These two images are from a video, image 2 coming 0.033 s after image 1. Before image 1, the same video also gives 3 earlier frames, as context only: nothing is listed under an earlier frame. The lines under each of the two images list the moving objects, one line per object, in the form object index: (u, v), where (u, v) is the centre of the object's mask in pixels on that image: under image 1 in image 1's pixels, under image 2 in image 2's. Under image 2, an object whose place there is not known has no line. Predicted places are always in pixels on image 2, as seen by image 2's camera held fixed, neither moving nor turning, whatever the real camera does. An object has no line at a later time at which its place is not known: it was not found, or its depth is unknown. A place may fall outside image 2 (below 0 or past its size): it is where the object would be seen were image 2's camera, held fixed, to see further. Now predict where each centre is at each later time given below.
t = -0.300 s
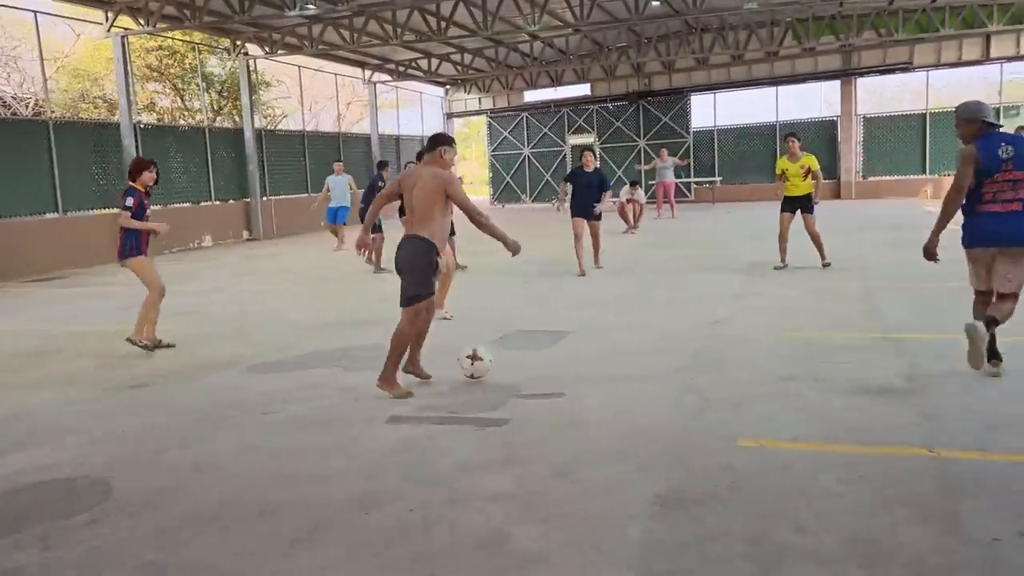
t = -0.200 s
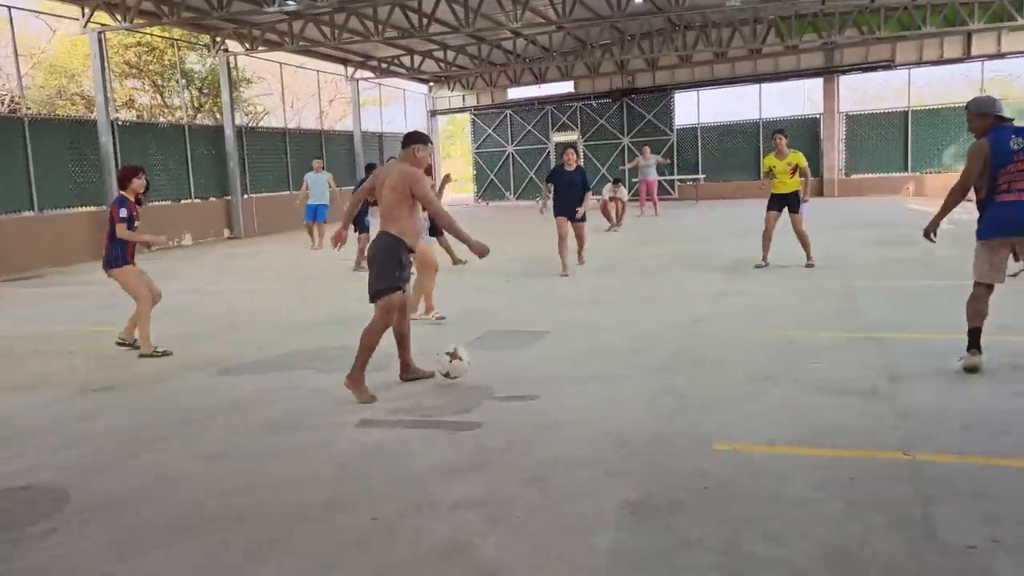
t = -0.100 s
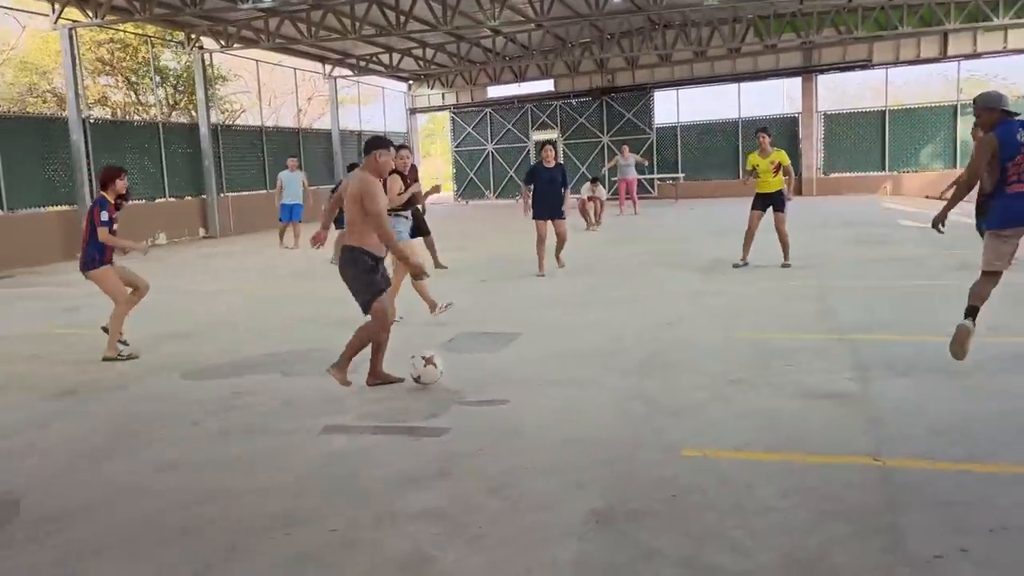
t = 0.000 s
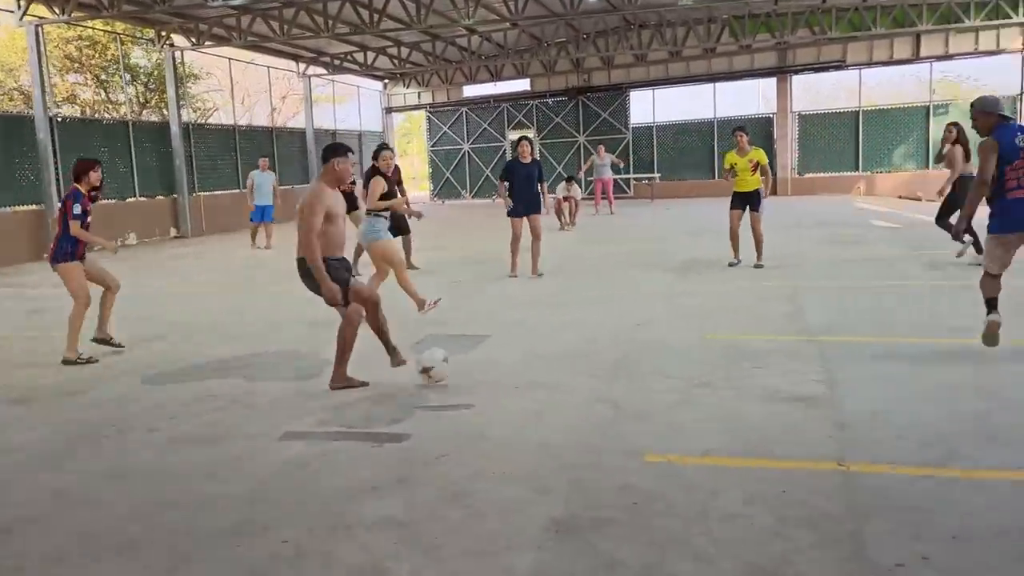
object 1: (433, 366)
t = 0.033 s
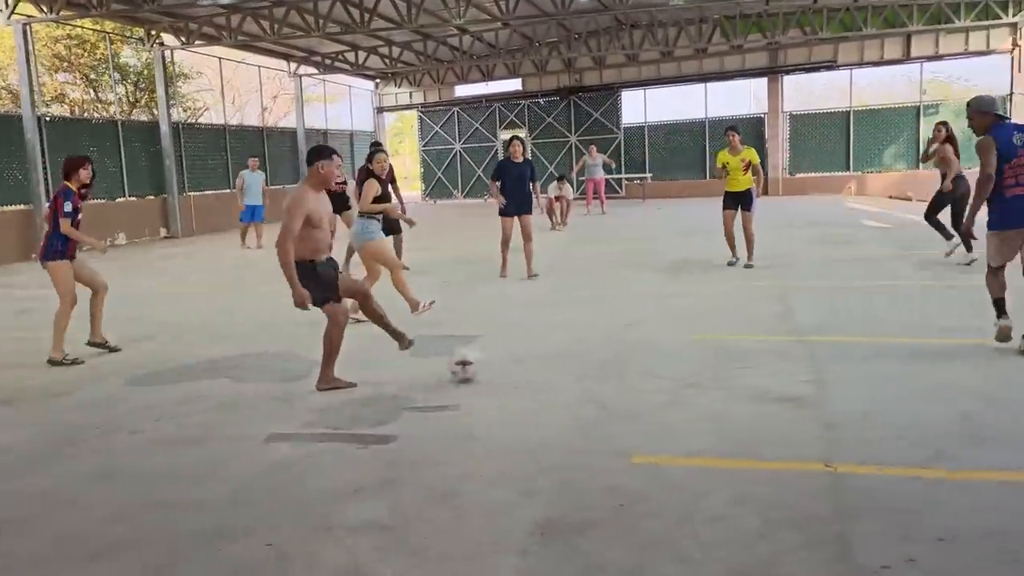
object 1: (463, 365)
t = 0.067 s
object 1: (505, 361)
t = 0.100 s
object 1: (541, 355)
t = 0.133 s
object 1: (575, 350)
